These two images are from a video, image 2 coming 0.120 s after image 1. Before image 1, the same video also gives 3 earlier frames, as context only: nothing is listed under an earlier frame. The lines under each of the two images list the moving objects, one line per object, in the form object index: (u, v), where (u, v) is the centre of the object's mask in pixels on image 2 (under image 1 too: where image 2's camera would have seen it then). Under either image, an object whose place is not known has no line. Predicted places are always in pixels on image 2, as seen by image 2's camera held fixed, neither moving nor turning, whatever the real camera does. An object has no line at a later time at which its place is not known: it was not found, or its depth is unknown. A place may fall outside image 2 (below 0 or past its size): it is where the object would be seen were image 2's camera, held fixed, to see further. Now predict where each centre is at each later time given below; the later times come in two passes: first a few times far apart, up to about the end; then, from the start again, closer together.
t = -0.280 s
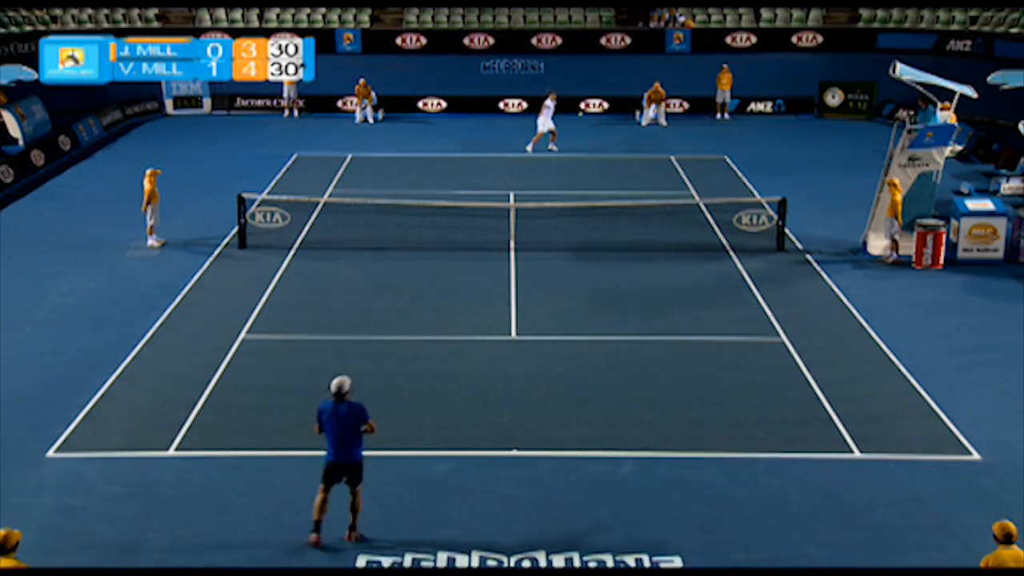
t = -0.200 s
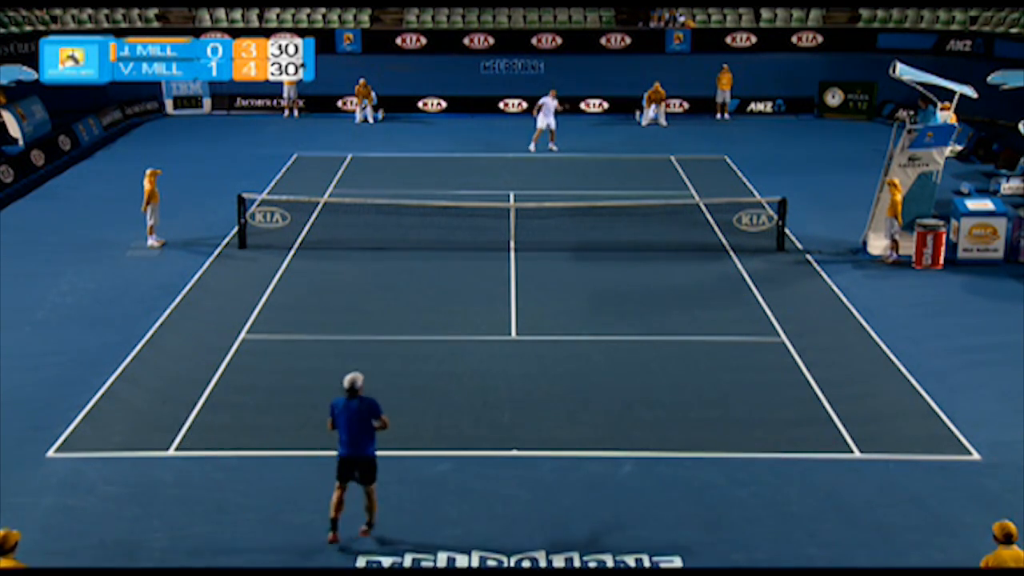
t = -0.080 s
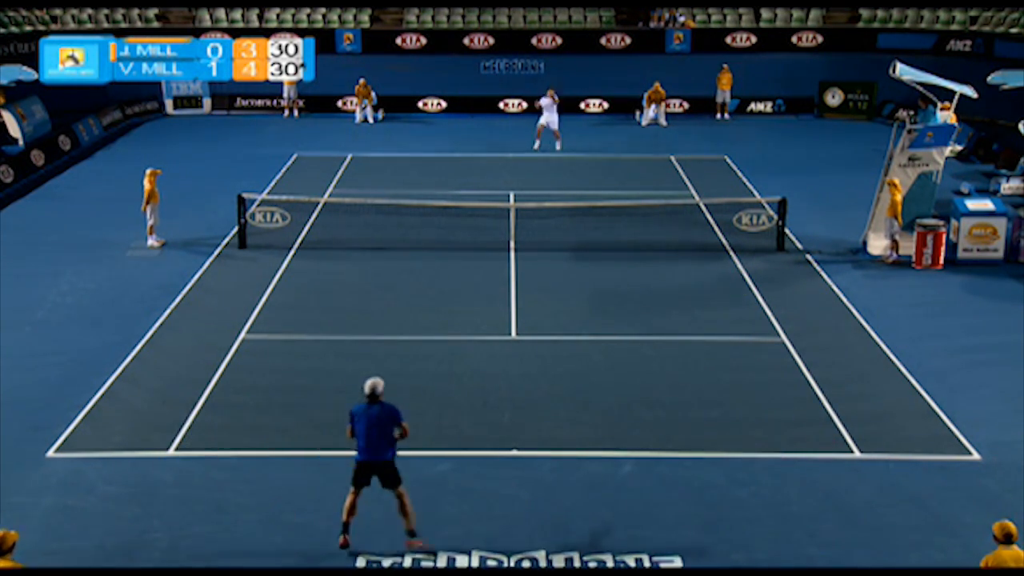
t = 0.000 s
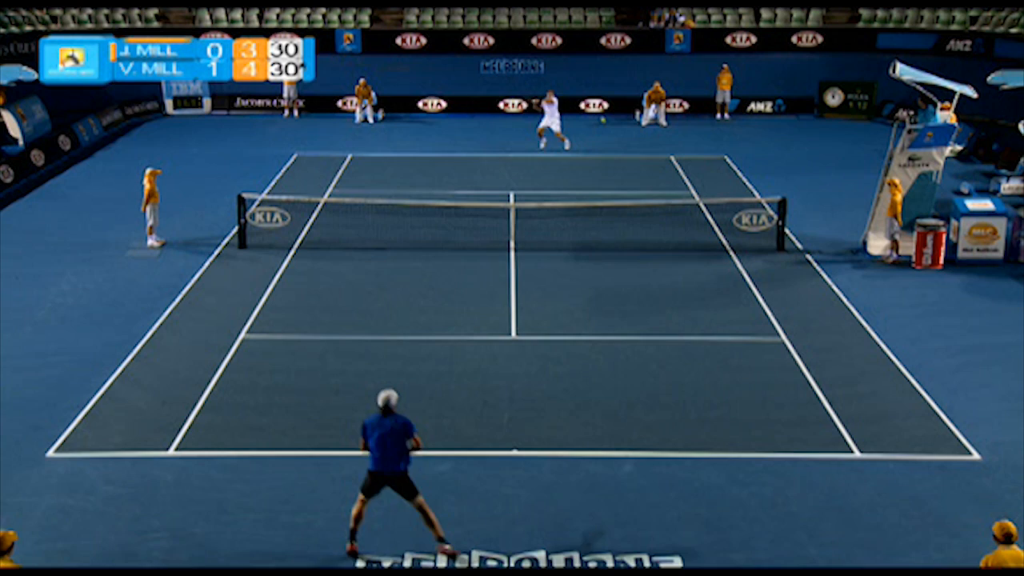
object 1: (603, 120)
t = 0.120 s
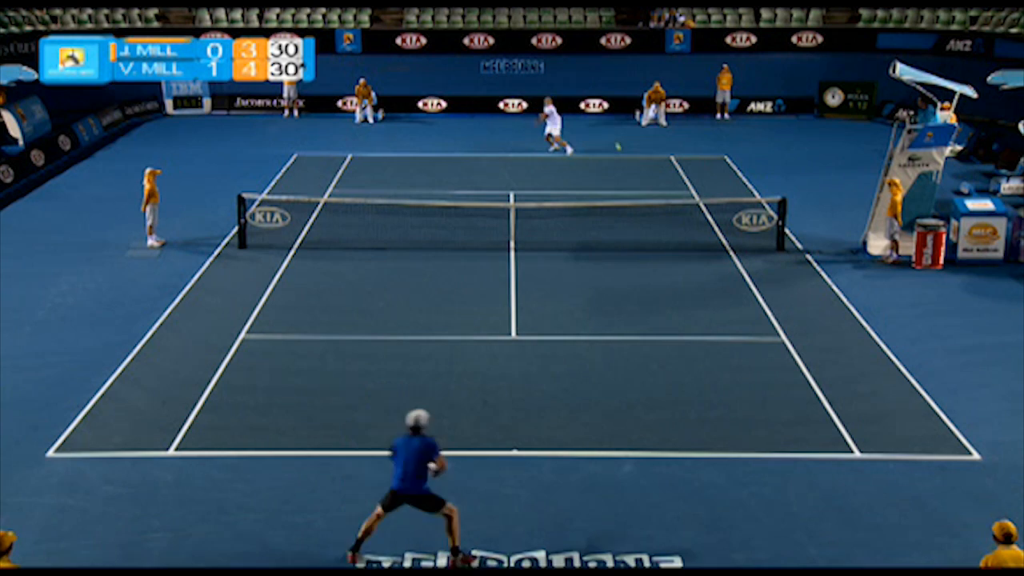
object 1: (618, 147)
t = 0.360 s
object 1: (660, 249)
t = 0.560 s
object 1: (705, 363)
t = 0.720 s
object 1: (734, 375)
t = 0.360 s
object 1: (660, 249)
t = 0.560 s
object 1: (705, 363)
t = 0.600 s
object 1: (712, 364)
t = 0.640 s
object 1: (718, 365)
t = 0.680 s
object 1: (726, 370)
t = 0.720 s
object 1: (734, 375)
